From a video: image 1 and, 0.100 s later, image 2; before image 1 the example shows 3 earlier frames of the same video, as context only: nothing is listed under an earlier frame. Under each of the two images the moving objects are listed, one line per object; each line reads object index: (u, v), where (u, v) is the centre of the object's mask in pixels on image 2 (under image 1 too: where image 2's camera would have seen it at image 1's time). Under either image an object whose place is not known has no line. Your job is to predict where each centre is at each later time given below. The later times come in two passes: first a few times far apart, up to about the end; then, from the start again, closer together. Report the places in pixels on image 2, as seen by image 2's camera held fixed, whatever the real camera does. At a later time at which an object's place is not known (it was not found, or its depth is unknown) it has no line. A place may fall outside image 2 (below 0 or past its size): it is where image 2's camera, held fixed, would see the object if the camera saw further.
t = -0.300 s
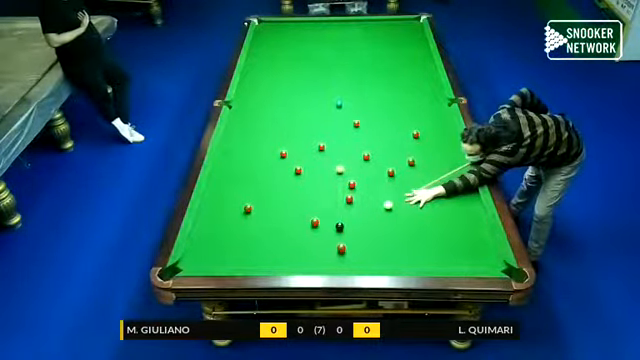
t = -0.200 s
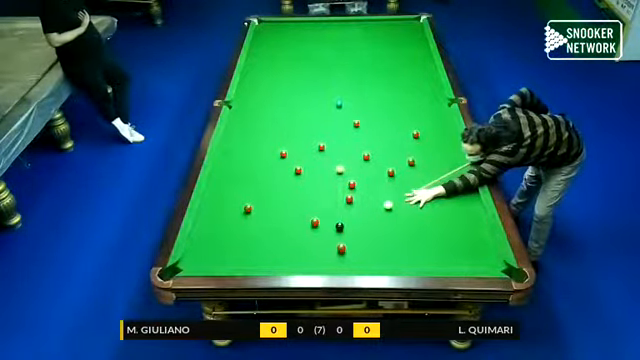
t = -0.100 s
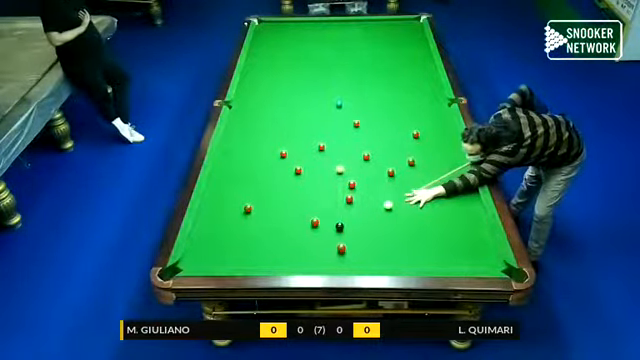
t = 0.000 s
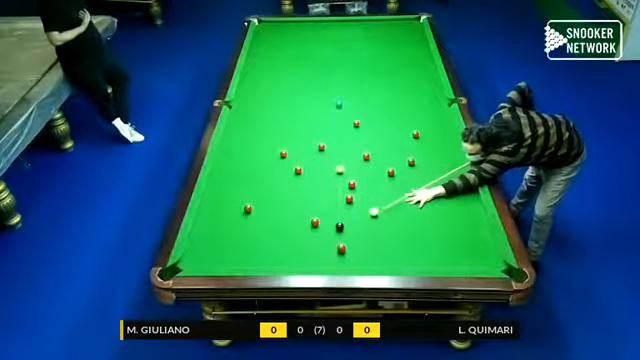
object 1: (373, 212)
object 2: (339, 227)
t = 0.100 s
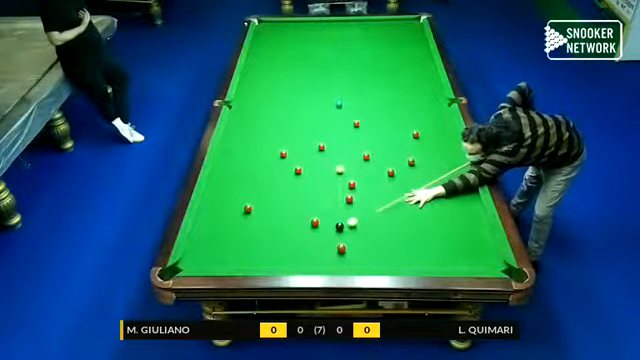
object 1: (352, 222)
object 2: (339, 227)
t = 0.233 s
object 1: (350, 231)
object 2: (300, 237)
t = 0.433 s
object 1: (353, 241)
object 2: (243, 251)
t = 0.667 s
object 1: (358, 252)
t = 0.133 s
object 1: (349, 225)
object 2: (332, 229)
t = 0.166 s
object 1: (349, 228)
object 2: (322, 231)
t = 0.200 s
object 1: (350, 229)
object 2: (310, 235)
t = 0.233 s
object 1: (350, 231)
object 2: (300, 237)
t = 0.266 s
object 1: (351, 232)
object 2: (289, 239)
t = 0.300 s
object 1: (351, 234)
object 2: (279, 244)
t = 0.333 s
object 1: (352, 236)
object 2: (270, 245)
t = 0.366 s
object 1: (352, 237)
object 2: (261, 247)
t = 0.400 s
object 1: (353, 239)
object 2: (252, 249)
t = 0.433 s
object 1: (353, 241)
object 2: (243, 251)
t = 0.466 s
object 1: (354, 242)
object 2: (234, 254)
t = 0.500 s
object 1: (354, 244)
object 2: (225, 256)
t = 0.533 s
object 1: (356, 245)
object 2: (216, 258)
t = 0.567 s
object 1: (357, 249)
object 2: (197, 262)
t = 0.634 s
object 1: (357, 251)
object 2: (188, 264)
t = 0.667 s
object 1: (358, 252)
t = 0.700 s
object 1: (358, 254)
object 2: (170, 269)
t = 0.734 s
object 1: (359, 257)
